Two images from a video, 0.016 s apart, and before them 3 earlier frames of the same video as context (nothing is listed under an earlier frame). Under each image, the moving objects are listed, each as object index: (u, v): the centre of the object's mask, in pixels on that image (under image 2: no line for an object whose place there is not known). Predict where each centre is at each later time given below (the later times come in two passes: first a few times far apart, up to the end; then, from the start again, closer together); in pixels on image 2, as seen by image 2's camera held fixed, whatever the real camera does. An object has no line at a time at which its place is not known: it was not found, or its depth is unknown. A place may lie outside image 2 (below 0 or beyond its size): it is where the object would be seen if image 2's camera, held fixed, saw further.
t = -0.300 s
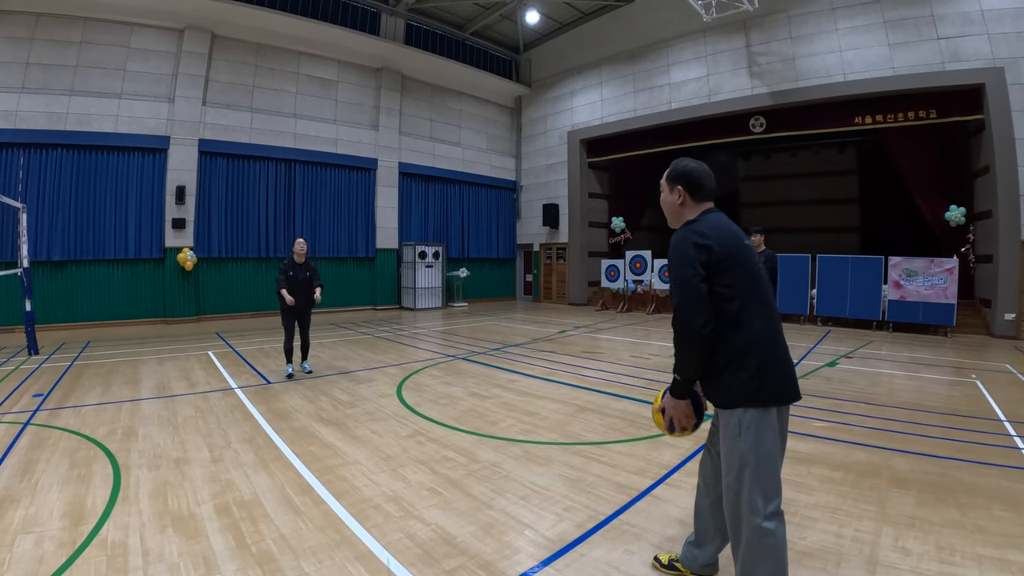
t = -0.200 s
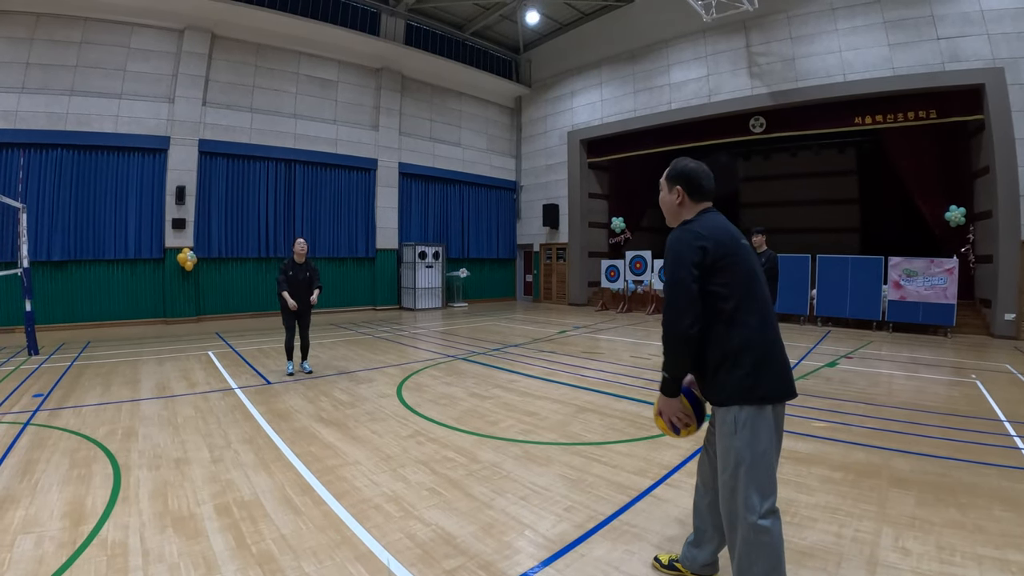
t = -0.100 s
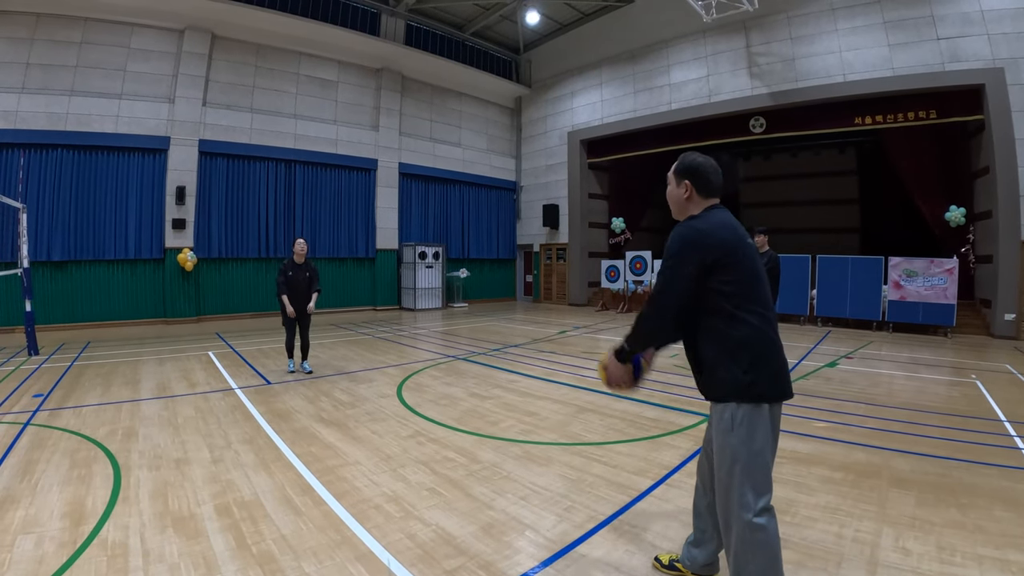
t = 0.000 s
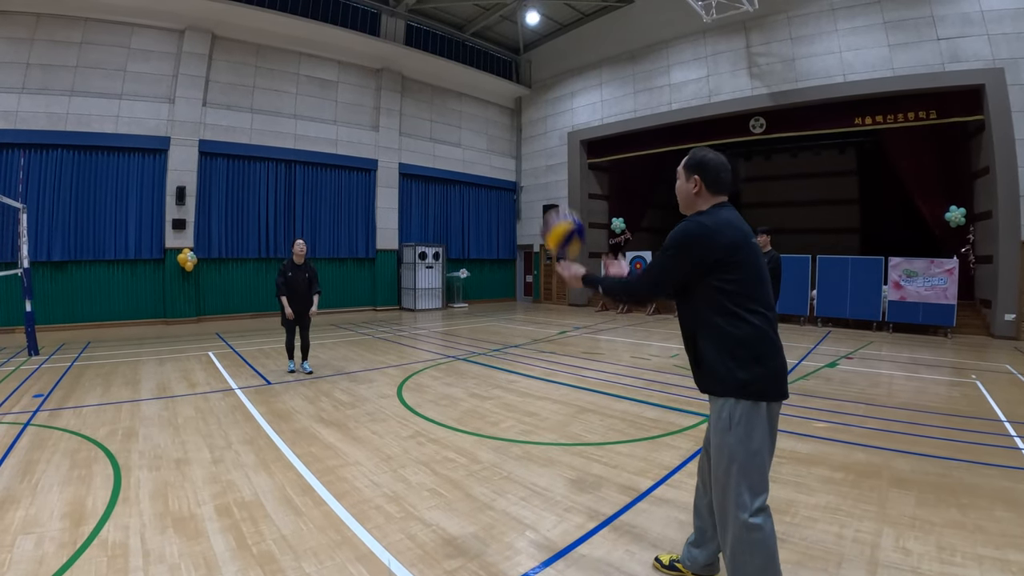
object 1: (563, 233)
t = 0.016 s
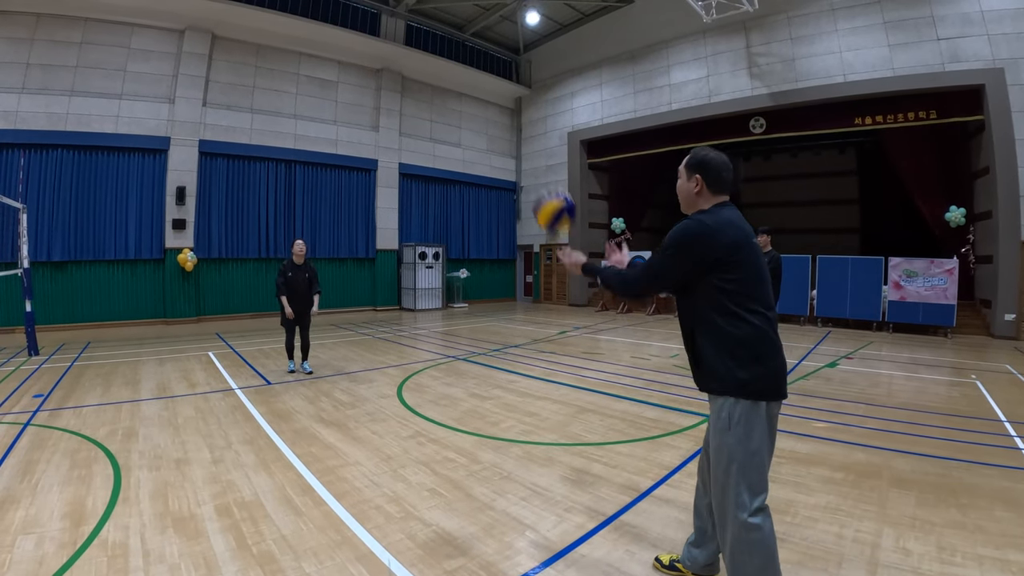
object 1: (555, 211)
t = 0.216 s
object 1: (478, 48)
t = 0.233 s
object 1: (473, 41)
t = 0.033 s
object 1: (546, 190)
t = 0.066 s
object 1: (532, 154)
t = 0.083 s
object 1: (525, 137)
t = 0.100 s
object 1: (518, 123)
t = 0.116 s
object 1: (512, 109)
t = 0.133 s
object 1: (505, 96)
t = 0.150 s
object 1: (499, 84)
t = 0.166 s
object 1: (494, 73)
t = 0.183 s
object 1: (488, 64)
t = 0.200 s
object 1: (483, 55)
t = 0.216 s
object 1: (478, 48)
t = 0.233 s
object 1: (473, 41)
